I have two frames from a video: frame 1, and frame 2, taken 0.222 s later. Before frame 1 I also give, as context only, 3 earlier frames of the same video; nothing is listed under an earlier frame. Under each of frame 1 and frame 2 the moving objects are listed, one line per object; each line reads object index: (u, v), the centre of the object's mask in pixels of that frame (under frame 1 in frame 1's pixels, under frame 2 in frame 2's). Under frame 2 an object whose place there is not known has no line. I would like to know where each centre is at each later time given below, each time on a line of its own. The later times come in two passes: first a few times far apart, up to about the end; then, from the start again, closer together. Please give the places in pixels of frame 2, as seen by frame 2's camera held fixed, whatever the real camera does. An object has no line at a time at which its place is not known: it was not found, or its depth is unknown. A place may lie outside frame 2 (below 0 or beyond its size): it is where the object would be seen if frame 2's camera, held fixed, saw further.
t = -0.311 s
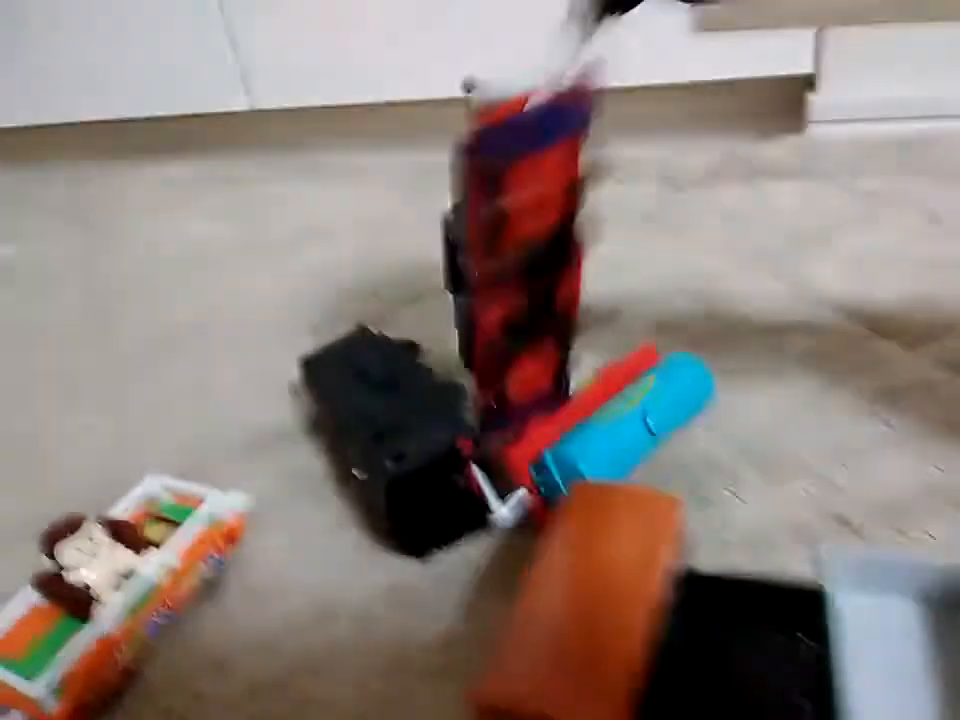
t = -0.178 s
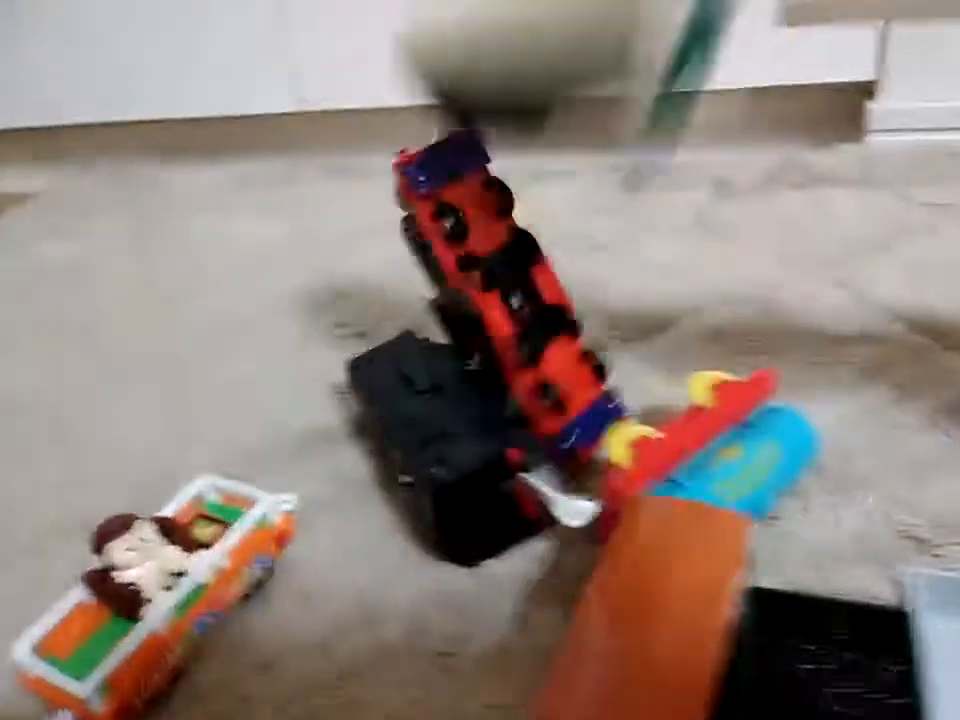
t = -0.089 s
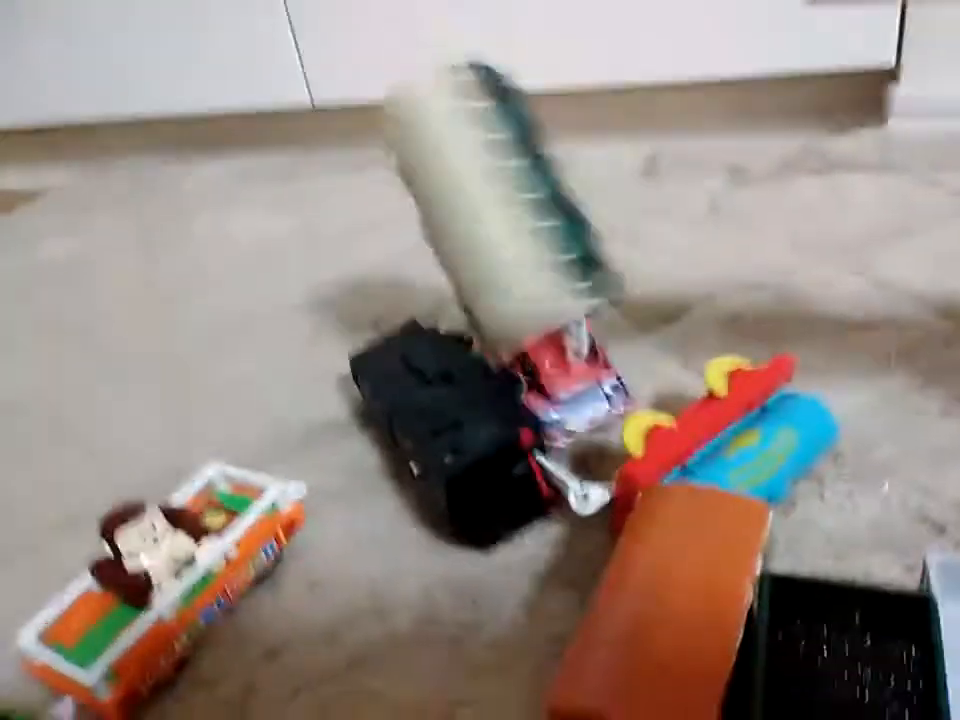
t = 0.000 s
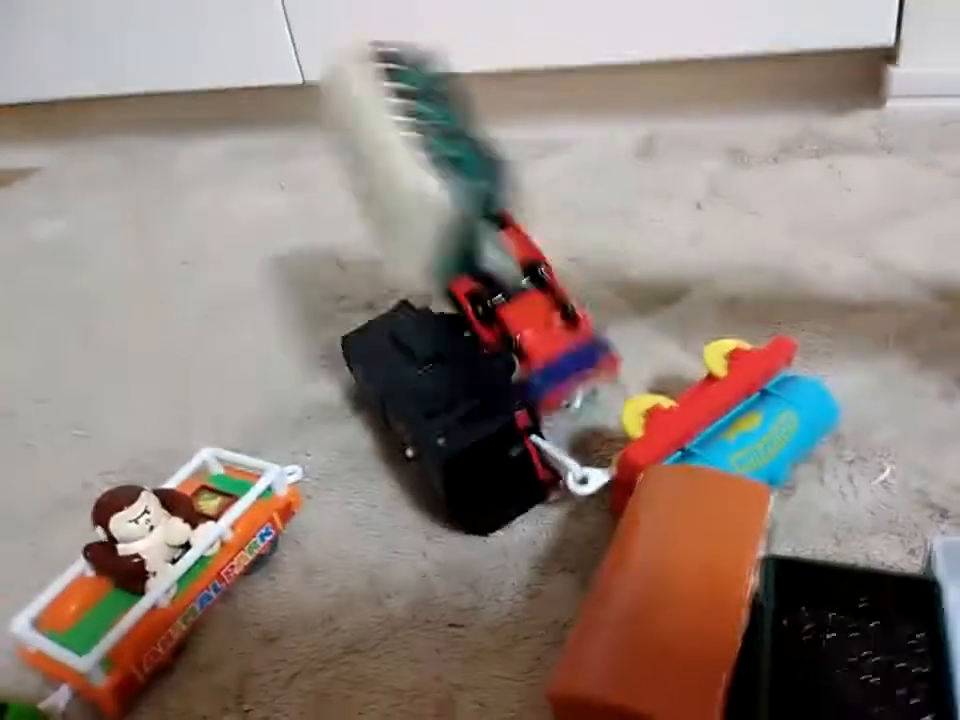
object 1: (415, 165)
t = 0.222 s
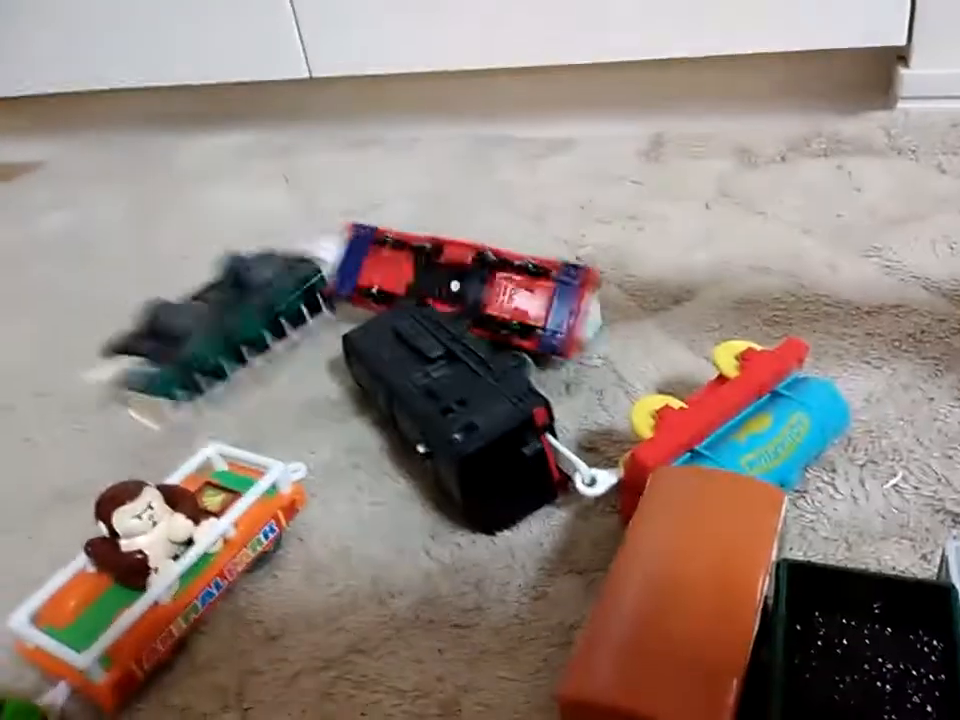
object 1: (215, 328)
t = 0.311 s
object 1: (213, 333)
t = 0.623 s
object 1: (216, 336)
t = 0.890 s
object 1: (216, 337)
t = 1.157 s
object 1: (216, 337)
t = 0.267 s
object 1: (211, 333)
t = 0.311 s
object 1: (213, 333)
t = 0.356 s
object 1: (214, 336)
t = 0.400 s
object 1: (217, 336)
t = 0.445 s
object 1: (216, 336)
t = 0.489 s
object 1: (216, 336)
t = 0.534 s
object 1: (215, 341)
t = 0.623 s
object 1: (216, 336)
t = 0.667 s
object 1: (214, 340)
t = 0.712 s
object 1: (214, 340)
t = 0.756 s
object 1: (213, 339)
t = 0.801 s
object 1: (218, 333)
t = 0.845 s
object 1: (218, 337)
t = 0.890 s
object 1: (216, 337)
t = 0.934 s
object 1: (216, 337)
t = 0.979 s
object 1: (214, 339)
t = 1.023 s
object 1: (216, 336)
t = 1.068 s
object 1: (216, 336)
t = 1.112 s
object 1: (215, 339)
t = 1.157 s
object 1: (216, 337)
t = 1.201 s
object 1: (216, 338)
